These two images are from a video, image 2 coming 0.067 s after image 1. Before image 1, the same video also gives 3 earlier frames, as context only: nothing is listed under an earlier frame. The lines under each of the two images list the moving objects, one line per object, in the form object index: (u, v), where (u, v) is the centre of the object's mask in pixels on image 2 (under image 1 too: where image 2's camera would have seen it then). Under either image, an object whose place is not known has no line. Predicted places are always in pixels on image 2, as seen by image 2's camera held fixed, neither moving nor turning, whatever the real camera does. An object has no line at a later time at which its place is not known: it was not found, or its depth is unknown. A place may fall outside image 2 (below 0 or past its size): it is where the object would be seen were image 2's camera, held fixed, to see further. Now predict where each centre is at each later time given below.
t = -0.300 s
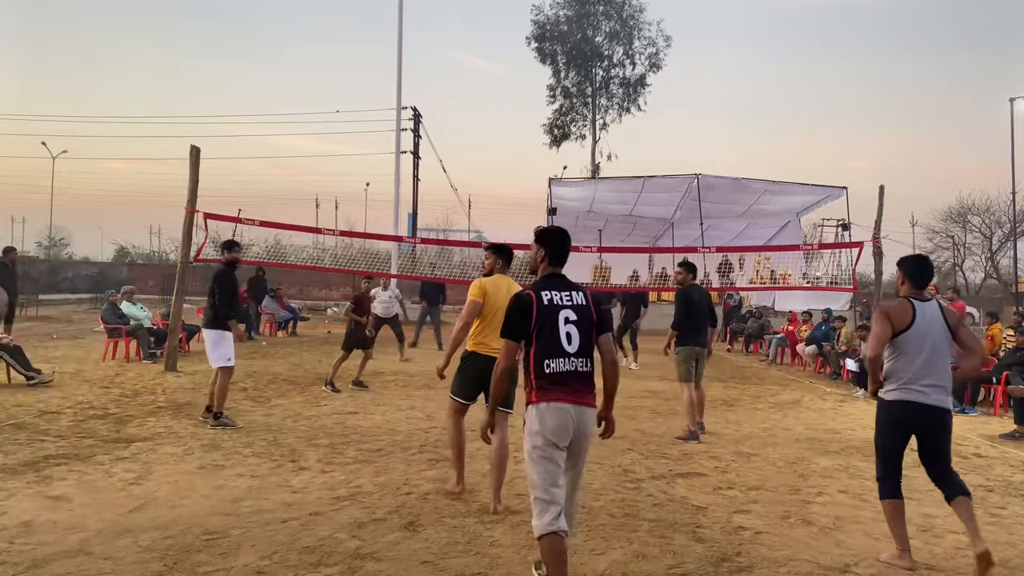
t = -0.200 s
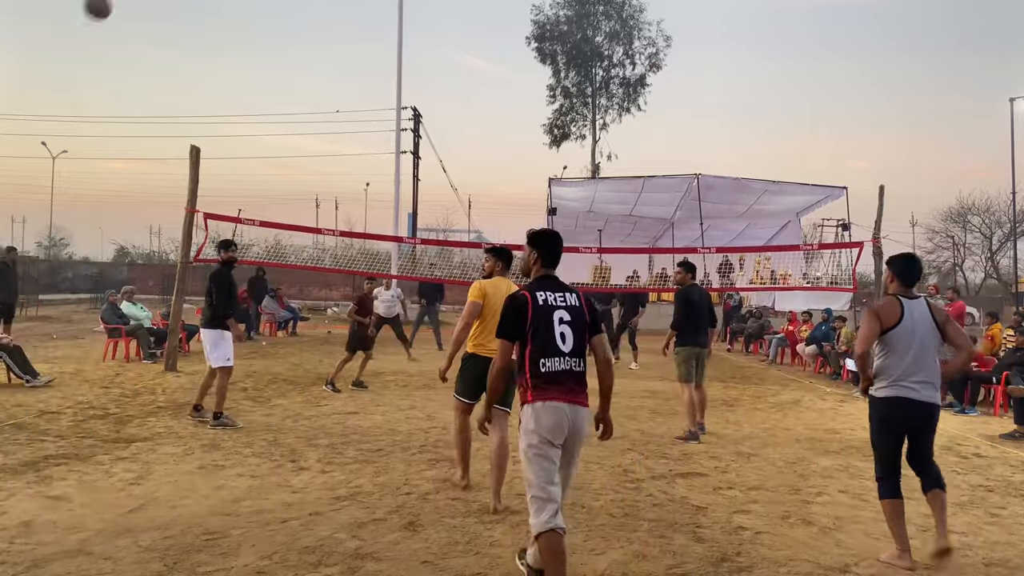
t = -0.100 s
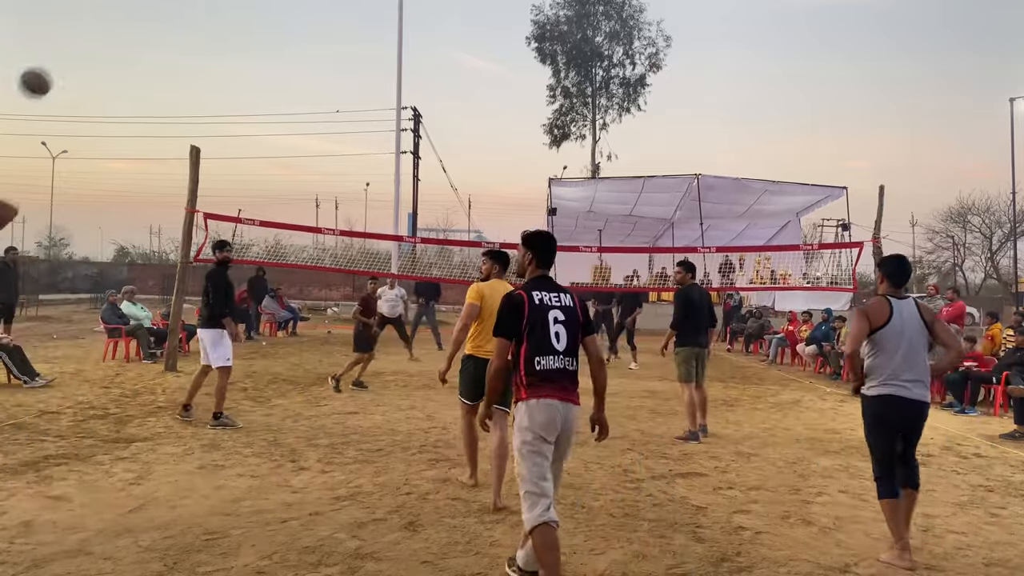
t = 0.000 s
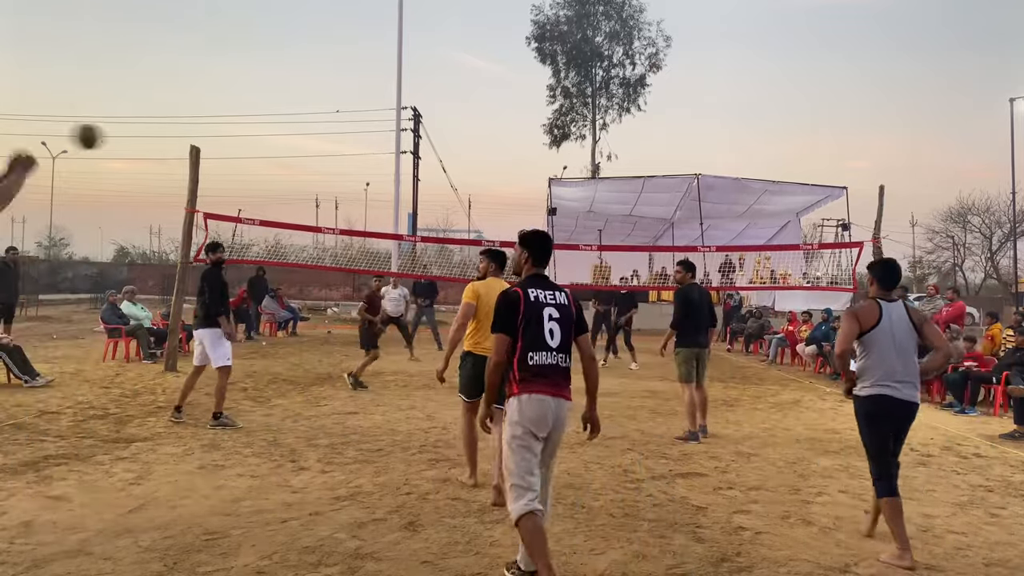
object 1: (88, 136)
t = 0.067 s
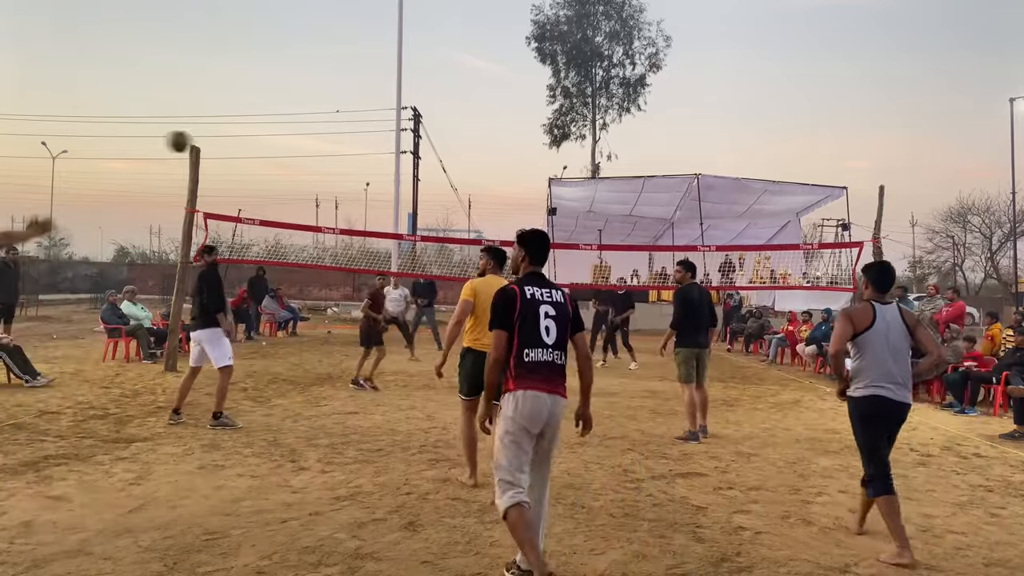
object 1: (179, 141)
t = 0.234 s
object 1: (314, 174)
